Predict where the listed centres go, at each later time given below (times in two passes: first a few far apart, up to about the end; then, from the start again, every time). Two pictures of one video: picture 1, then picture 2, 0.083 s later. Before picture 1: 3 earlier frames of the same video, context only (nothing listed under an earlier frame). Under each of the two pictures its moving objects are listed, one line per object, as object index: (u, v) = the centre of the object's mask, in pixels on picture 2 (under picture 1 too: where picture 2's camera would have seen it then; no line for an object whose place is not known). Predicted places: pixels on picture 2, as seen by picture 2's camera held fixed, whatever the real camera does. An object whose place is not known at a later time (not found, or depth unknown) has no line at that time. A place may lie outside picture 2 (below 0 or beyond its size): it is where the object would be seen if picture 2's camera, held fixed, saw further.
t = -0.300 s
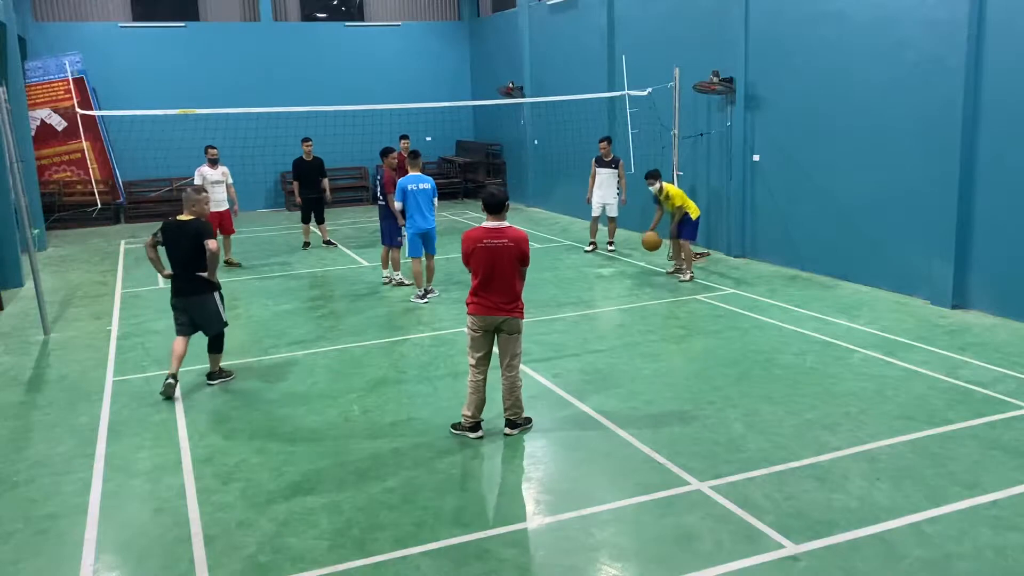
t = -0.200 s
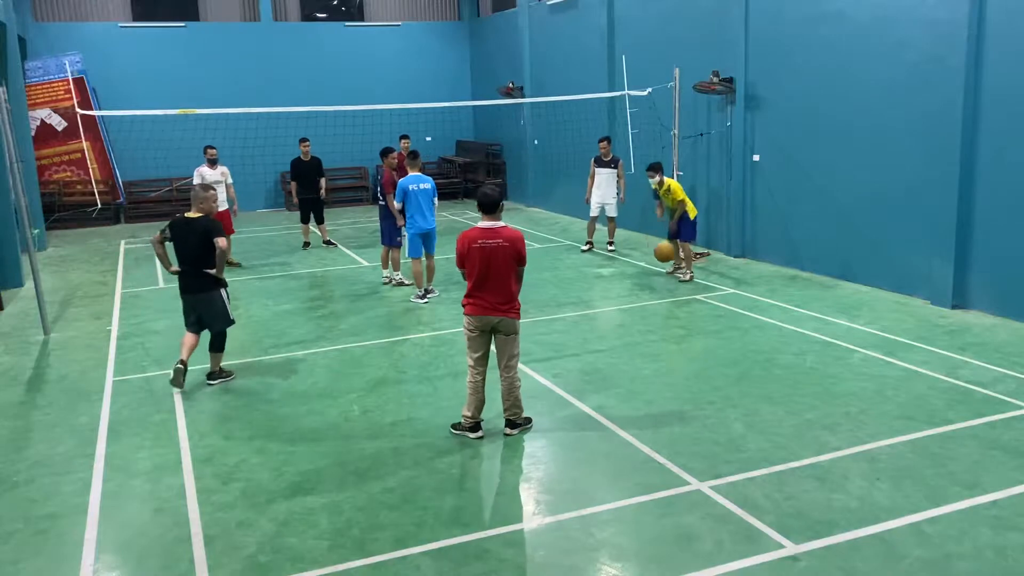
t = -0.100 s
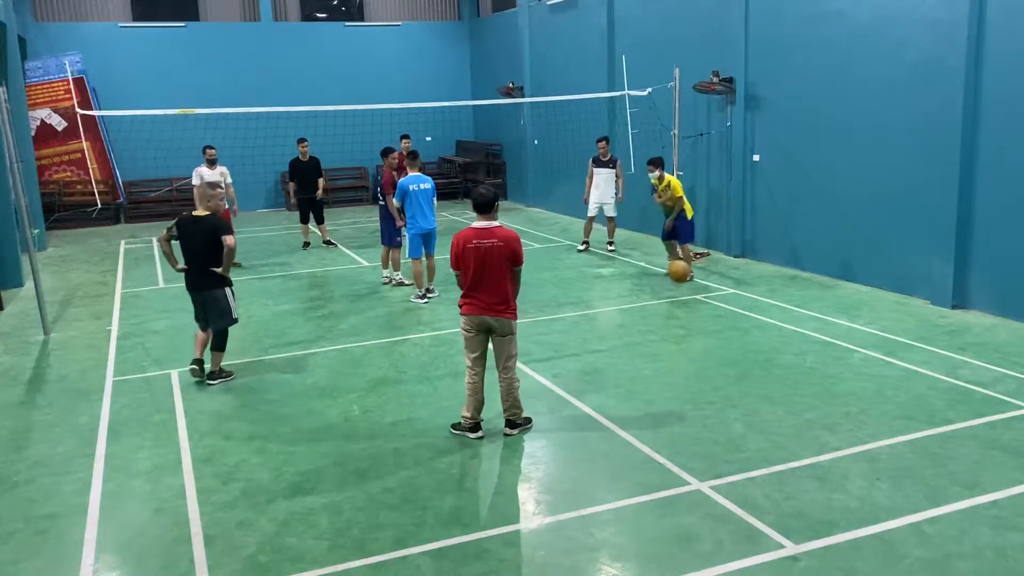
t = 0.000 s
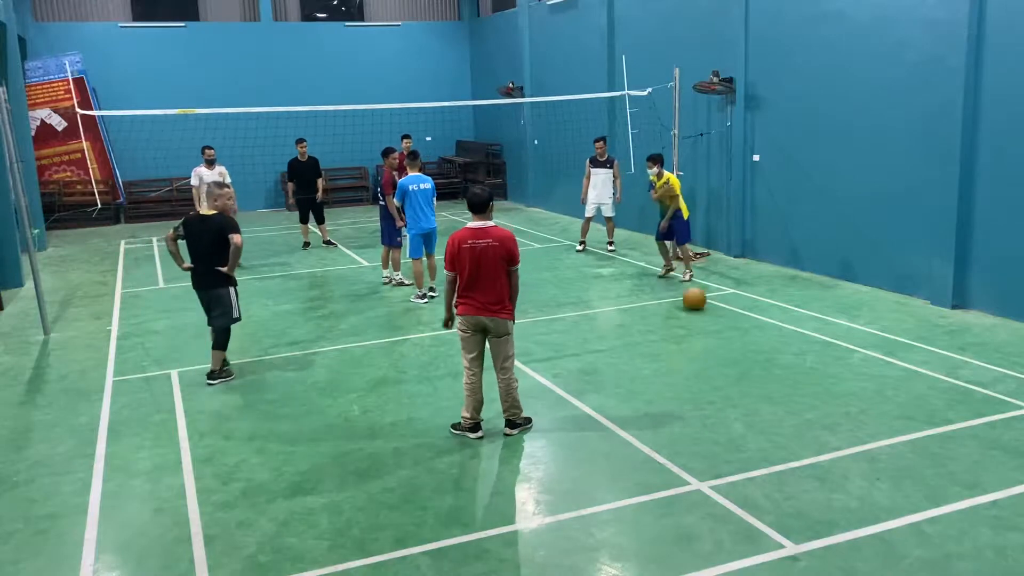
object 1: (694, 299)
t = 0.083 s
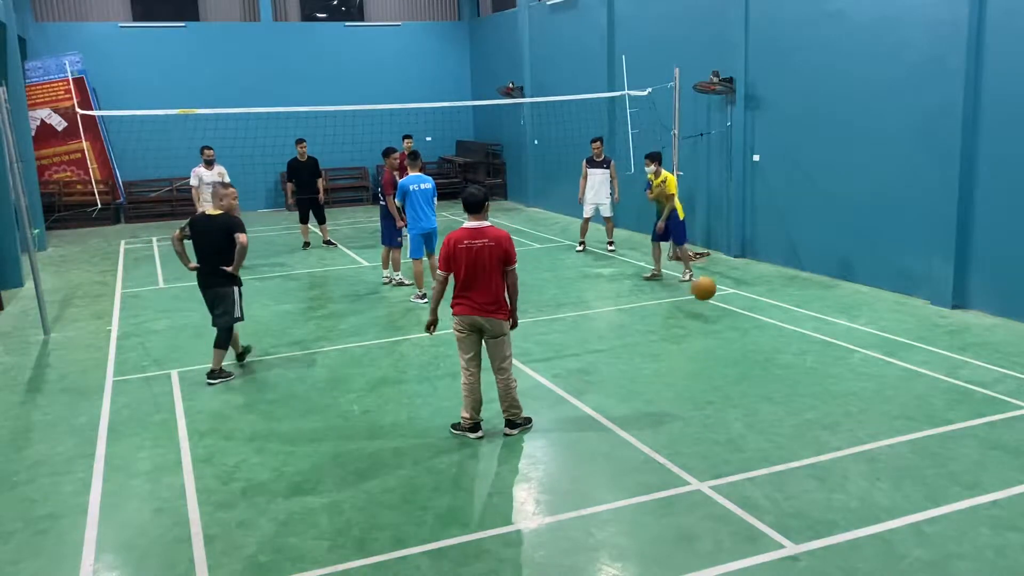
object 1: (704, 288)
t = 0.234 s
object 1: (721, 286)
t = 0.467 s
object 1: (750, 329)
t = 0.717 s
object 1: (788, 338)
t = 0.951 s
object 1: (831, 384)
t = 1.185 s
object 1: (880, 408)
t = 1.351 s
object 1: (921, 450)
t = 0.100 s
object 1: (705, 287)
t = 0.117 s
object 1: (707, 286)
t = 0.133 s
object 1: (709, 285)
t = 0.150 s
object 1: (710, 285)
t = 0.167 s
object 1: (713, 284)
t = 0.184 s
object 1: (715, 285)
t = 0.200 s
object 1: (717, 285)
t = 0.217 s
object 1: (719, 285)
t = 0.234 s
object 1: (721, 286)
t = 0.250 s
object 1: (722, 286)
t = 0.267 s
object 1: (725, 288)
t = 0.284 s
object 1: (727, 290)
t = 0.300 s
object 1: (728, 291)
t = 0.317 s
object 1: (731, 294)
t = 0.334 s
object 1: (733, 296)
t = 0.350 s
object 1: (735, 299)
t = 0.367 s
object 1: (737, 302)
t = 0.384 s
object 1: (739, 306)
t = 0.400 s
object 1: (741, 310)
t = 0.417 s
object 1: (743, 314)
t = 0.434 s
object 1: (746, 320)
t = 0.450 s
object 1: (747, 324)
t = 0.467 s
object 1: (750, 329)
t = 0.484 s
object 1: (752, 336)
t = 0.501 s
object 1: (754, 339)
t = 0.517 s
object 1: (757, 338)
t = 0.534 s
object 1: (760, 336)
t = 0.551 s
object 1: (762, 334)
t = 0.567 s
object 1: (765, 333)
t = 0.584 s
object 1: (767, 332)
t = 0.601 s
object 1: (770, 332)
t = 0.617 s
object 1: (772, 332)
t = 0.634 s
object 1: (775, 332)
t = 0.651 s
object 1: (777, 333)
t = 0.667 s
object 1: (780, 333)
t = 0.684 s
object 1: (783, 334)
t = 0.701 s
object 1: (786, 336)
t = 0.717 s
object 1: (788, 338)
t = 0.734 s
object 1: (792, 340)
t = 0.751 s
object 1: (794, 342)
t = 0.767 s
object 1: (797, 345)
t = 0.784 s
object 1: (800, 349)
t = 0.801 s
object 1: (803, 352)
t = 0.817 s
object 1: (806, 357)
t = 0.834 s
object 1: (809, 362)
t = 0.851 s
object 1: (812, 367)
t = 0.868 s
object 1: (815, 372)
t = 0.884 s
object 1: (818, 379)
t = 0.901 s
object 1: (822, 386)
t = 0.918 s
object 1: (824, 388)
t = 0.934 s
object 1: (828, 386)
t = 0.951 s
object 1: (831, 384)
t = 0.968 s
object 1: (834, 384)
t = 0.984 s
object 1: (837, 383)
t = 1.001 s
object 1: (841, 382)
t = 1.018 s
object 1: (844, 383)
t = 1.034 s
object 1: (848, 383)
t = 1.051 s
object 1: (851, 384)
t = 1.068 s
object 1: (855, 385)
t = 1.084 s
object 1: (858, 388)
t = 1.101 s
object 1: (862, 390)
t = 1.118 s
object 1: (866, 393)
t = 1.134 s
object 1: (869, 396)
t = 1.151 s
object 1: (873, 400)
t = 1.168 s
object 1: (877, 404)
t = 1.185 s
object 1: (880, 408)
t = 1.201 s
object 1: (884, 414)
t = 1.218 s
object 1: (888, 419)
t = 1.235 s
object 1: (892, 425)
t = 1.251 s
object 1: (896, 432)
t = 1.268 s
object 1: (899, 439)
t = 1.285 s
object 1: (904, 446)
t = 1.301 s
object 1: (908, 451)
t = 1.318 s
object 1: (912, 451)
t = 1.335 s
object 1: (917, 450)
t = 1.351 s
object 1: (921, 450)
